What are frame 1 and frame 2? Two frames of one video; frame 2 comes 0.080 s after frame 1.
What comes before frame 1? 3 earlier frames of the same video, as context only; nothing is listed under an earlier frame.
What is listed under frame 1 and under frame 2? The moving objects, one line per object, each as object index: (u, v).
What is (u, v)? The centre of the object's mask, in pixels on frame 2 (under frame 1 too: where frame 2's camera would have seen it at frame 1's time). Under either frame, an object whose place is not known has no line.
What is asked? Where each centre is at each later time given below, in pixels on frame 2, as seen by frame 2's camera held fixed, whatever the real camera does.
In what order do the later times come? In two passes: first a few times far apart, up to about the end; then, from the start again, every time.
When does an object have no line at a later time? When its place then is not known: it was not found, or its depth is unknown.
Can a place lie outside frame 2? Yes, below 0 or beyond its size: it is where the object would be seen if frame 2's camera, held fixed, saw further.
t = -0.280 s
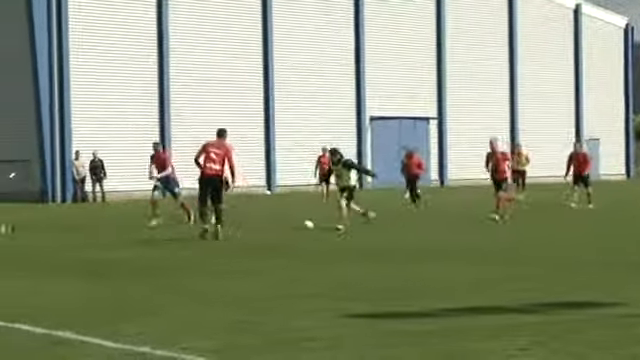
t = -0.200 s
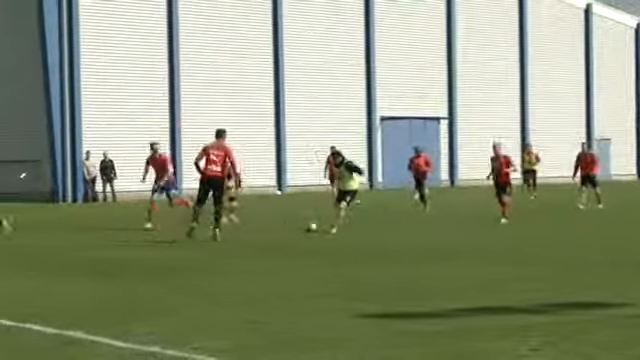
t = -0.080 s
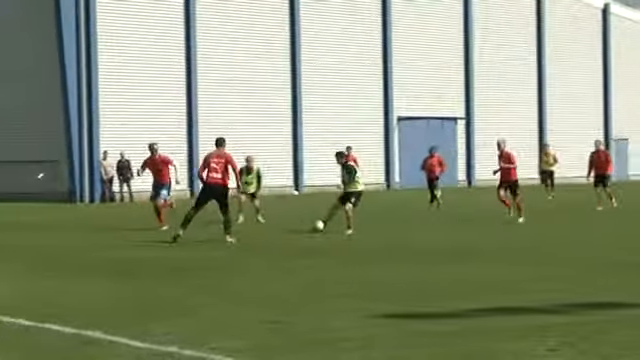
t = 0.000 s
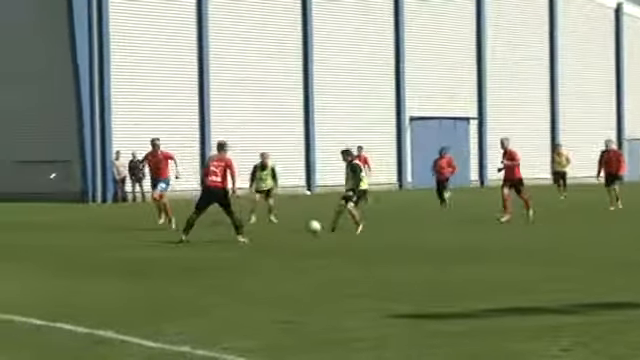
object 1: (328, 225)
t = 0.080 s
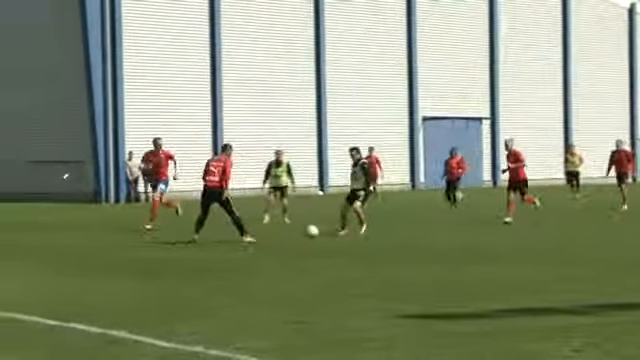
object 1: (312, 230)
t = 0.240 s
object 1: (286, 239)
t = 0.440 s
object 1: (258, 246)
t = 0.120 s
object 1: (306, 233)
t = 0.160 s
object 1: (300, 236)
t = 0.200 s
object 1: (293, 238)
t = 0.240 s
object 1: (286, 239)
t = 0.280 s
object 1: (280, 241)
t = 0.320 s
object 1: (275, 243)
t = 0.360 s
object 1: (268, 244)
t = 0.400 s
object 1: (263, 245)
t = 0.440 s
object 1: (258, 246)
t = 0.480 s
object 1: (253, 247)
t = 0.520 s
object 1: (246, 250)
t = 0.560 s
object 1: (242, 253)
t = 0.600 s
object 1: (238, 253)
